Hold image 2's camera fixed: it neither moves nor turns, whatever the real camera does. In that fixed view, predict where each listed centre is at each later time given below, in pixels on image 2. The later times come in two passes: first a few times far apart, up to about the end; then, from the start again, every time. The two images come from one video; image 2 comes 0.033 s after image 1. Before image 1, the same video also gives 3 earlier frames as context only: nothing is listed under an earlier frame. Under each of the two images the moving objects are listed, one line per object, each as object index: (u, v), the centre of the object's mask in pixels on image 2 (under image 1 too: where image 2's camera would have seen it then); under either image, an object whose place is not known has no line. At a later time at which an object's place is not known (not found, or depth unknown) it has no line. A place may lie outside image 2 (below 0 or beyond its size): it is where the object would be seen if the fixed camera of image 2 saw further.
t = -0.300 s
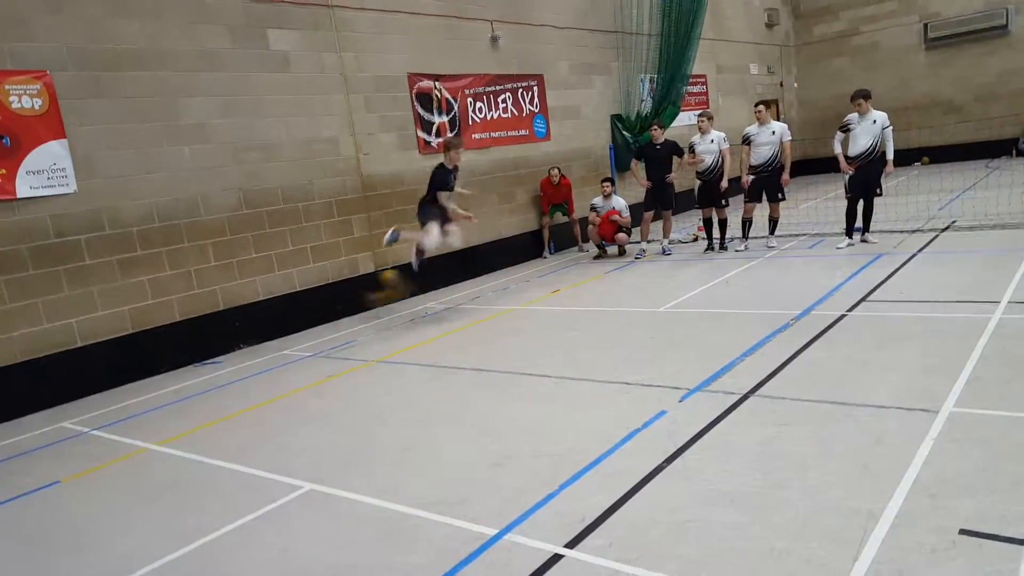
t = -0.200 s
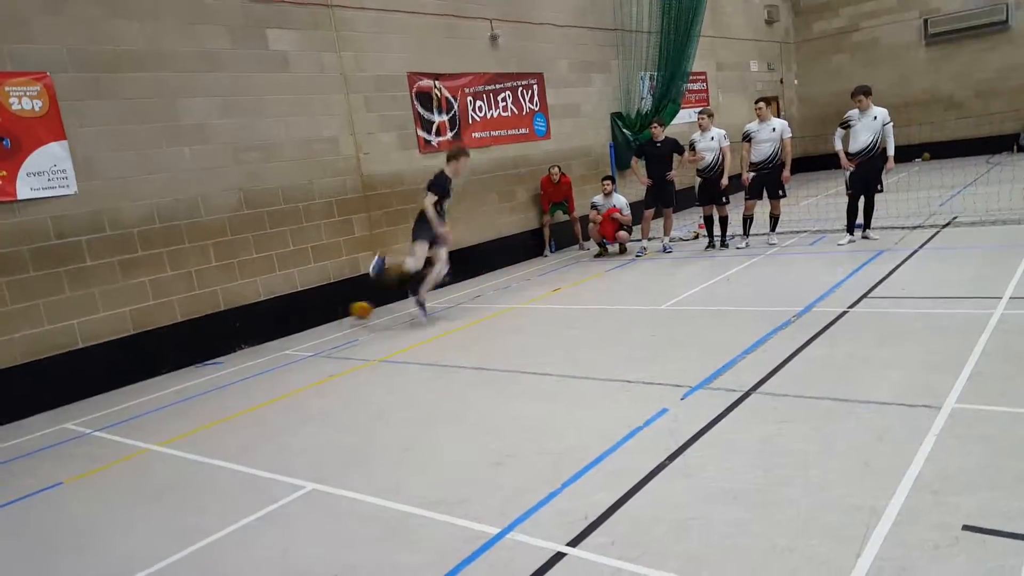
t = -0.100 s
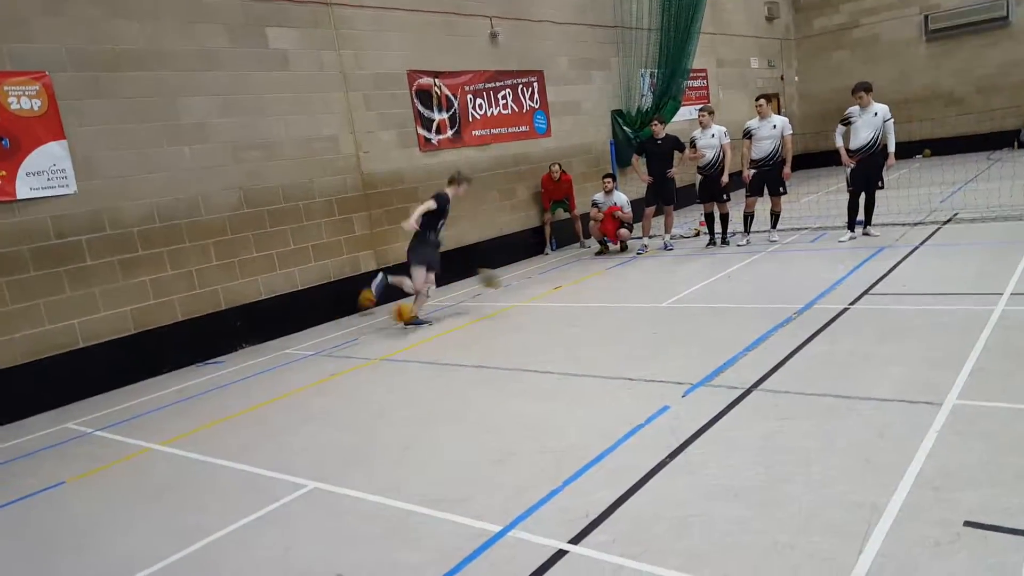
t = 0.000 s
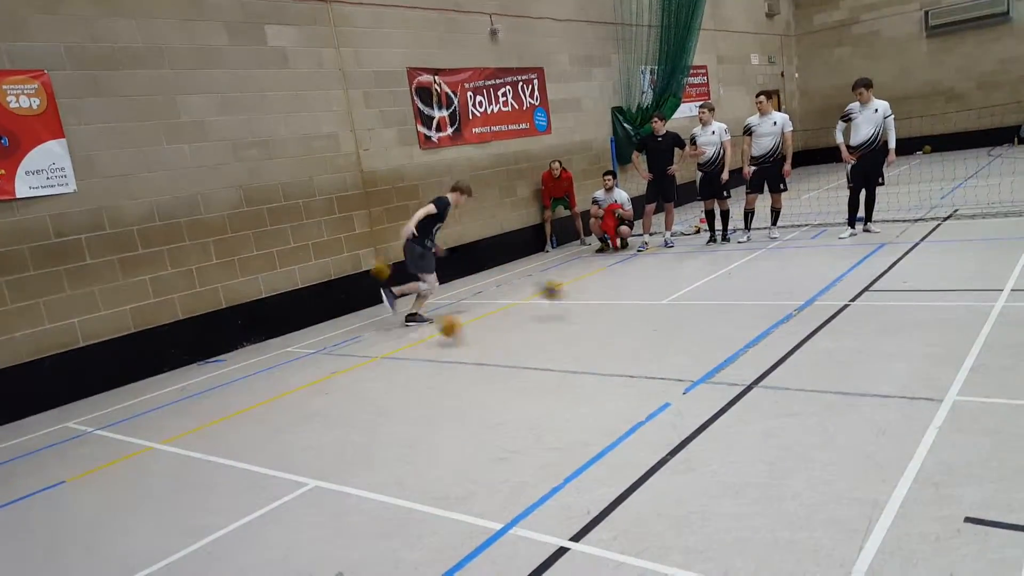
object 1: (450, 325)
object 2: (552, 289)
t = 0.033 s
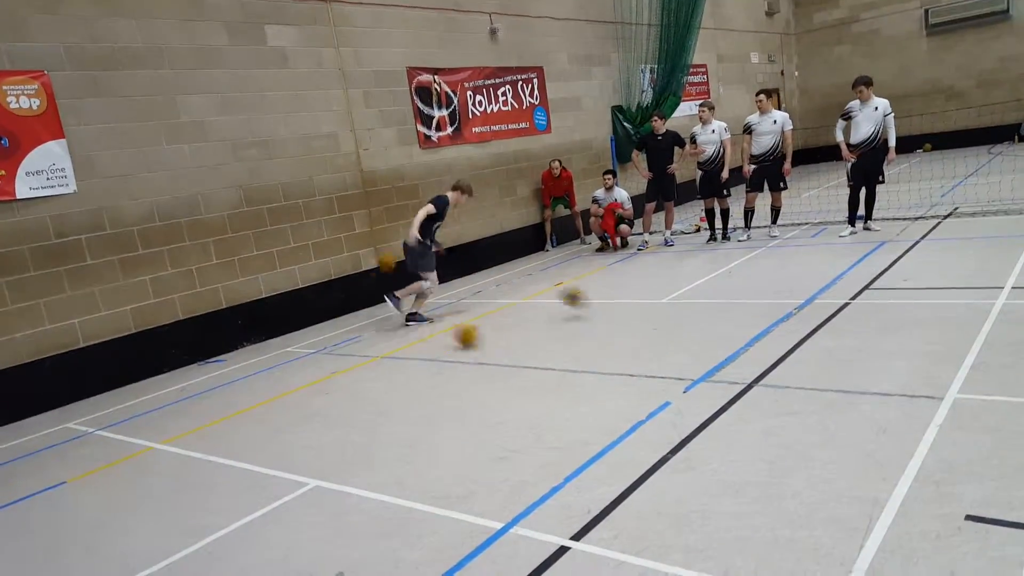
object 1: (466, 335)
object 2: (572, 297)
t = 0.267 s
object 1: (594, 363)
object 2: (721, 293)
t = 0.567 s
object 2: (963, 317)
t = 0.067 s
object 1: (483, 339)
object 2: (596, 306)
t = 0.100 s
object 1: (499, 338)
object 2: (619, 311)
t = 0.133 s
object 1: (515, 339)
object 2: (637, 304)
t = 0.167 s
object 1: (533, 343)
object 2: (656, 300)
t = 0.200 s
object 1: (551, 347)
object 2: (677, 296)
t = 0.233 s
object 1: (572, 354)
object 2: (699, 293)
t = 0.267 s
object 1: (594, 363)
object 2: (721, 293)
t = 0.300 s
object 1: (619, 379)
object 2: (745, 294)
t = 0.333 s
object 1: (639, 379)
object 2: (771, 296)
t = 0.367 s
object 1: (661, 379)
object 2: (798, 300)
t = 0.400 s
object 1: (684, 385)
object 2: (826, 306)
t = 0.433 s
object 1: (709, 391)
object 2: (858, 315)
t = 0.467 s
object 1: (737, 398)
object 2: (887, 326)
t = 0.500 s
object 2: (914, 329)
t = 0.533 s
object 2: (937, 322)
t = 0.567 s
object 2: (963, 317)
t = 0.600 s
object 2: (990, 314)
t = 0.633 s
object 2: (1018, 313)
